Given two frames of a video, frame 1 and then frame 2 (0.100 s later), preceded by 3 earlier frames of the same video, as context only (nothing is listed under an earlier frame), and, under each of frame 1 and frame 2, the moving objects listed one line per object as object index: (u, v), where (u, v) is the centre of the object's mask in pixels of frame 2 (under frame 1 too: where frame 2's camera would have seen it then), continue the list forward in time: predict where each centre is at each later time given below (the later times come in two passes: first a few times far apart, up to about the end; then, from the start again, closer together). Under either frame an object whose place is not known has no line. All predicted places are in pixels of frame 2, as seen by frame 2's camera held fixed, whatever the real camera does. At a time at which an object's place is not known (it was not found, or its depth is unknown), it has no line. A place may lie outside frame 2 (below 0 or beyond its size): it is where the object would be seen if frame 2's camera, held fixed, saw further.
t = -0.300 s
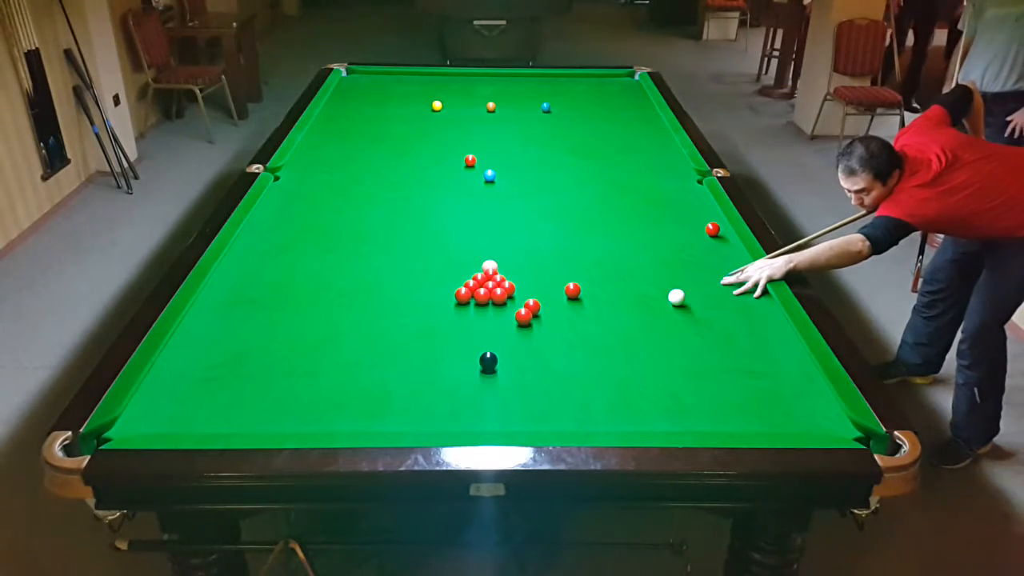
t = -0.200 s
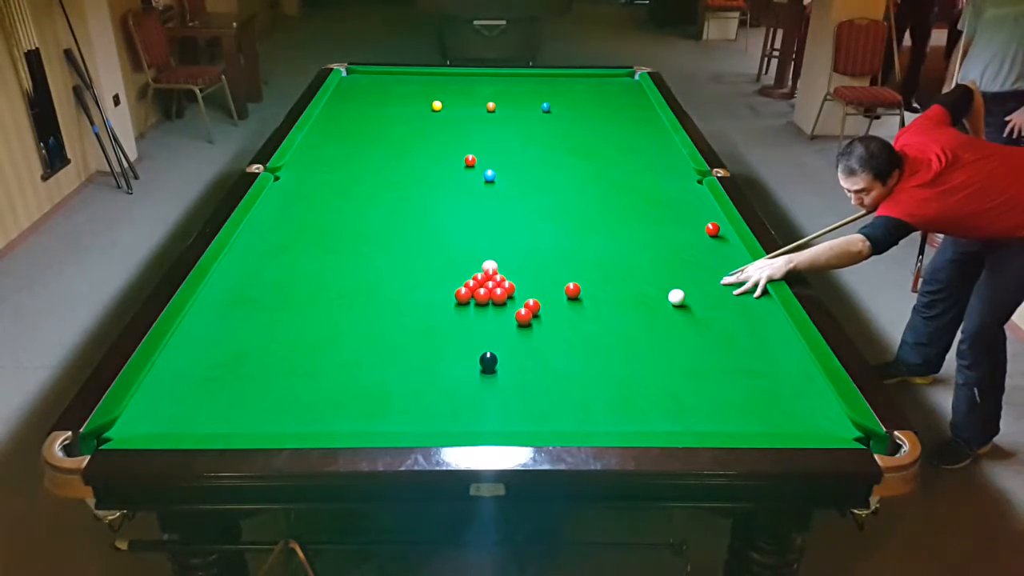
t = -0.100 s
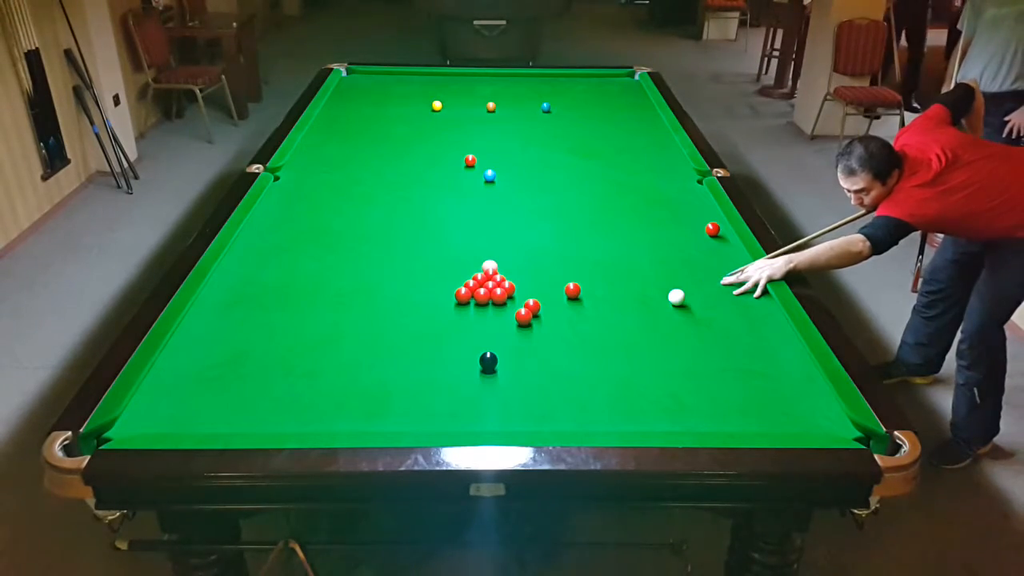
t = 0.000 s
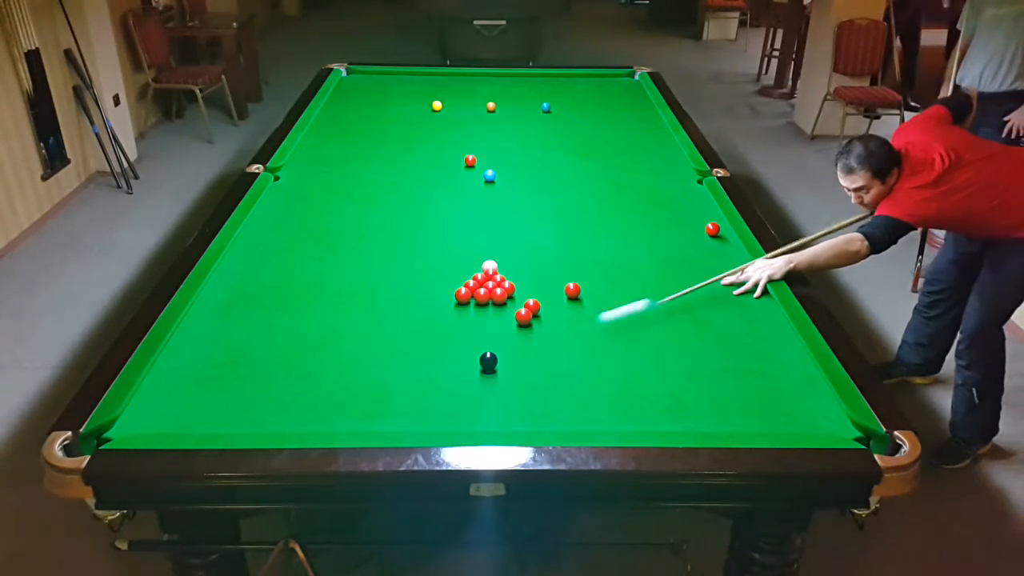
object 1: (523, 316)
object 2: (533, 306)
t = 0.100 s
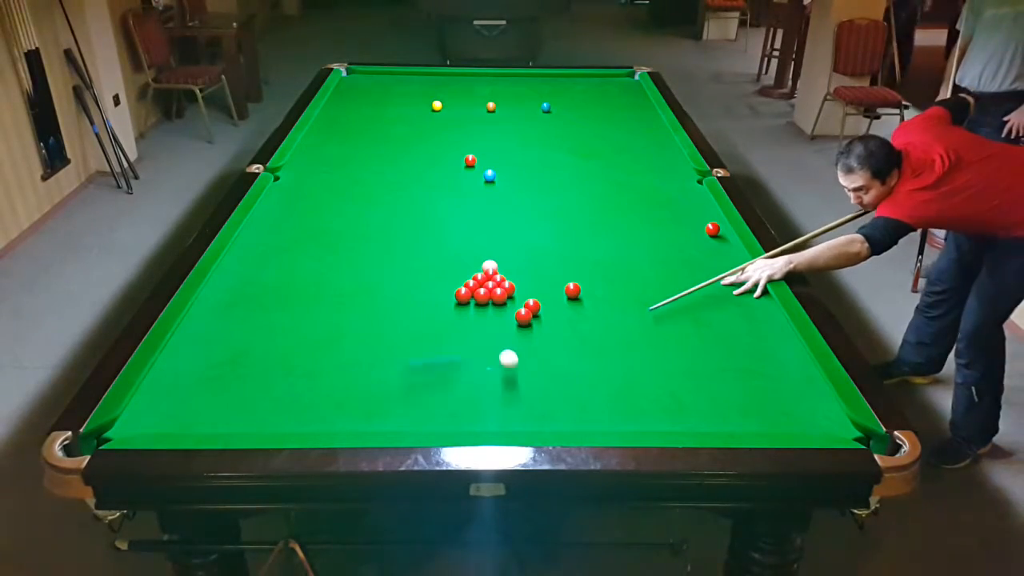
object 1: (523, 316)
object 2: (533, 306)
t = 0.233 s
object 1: (523, 316)
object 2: (533, 306)
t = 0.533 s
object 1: (523, 316)
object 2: (533, 306)
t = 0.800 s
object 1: (509, 308)
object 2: (544, 296)
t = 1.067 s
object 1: (488, 303)
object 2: (563, 278)
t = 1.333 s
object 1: (478, 303)
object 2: (580, 263)
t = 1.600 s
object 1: (469, 304)
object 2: (595, 250)
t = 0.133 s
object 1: (523, 316)
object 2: (533, 306)
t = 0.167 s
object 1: (523, 316)
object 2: (533, 306)
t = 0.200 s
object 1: (523, 316)
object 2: (533, 306)
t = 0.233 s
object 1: (523, 316)
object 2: (533, 306)
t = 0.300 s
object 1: (523, 316)
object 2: (533, 306)
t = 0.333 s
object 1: (523, 316)
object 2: (533, 306)
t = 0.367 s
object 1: (523, 316)
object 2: (533, 306)
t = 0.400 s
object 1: (523, 316)
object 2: (533, 306)
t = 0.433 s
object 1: (523, 316)
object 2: (533, 306)
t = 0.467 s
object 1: (523, 316)
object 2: (533, 306)
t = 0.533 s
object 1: (523, 316)
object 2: (533, 306)
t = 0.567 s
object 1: (523, 316)
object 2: (533, 306)
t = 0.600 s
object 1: (523, 315)
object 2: (533, 306)
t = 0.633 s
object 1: (523, 313)
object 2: (533, 306)
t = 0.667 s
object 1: (522, 311)
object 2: (533, 305)
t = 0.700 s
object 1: (519, 310)
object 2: (536, 303)
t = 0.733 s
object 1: (516, 310)
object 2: (539, 300)
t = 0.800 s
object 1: (509, 308)
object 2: (544, 296)
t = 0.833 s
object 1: (507, 308)
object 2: (547, 293)
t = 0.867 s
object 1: (503, 307)
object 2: (549, 291)
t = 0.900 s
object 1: (501, 306)
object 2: (552, 289)
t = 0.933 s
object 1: (498, 305)
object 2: (554, 286)
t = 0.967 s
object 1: (495, 305)
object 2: (556, 284)
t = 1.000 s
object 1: (493, 304)
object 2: (559, 282)
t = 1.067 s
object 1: (488, 303)
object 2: (563, 278)
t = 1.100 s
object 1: (487, 303)
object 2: (565, 276)
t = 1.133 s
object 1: (485, 303)
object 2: (568, 274)
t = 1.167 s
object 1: (484, 303)
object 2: (570, 272)
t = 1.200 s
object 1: (482, 303)
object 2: (572, 270)
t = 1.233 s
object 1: (481, 303)
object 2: (574, 268)
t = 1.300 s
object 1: (479, 303)
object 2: (578, 265)
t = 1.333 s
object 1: (478, 303)
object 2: (580, 263)
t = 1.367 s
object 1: (476, 303)
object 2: (582, 261)
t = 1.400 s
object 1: (475, 304)
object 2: (584, 260)
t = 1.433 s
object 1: (474, 304)
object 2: (586, 258)
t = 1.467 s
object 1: (473, 303)
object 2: (588, 256)
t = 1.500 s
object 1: (472, 304)
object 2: (590, 255)
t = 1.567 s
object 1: (470, 303)
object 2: (593, 251)
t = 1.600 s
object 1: (469, 304)
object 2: (595, 250)
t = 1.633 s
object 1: (469, 304)
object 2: (597, 248)
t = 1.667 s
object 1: (468, 304)
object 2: (599, 247)
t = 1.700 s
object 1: (467, 304)
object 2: (600, 245)
